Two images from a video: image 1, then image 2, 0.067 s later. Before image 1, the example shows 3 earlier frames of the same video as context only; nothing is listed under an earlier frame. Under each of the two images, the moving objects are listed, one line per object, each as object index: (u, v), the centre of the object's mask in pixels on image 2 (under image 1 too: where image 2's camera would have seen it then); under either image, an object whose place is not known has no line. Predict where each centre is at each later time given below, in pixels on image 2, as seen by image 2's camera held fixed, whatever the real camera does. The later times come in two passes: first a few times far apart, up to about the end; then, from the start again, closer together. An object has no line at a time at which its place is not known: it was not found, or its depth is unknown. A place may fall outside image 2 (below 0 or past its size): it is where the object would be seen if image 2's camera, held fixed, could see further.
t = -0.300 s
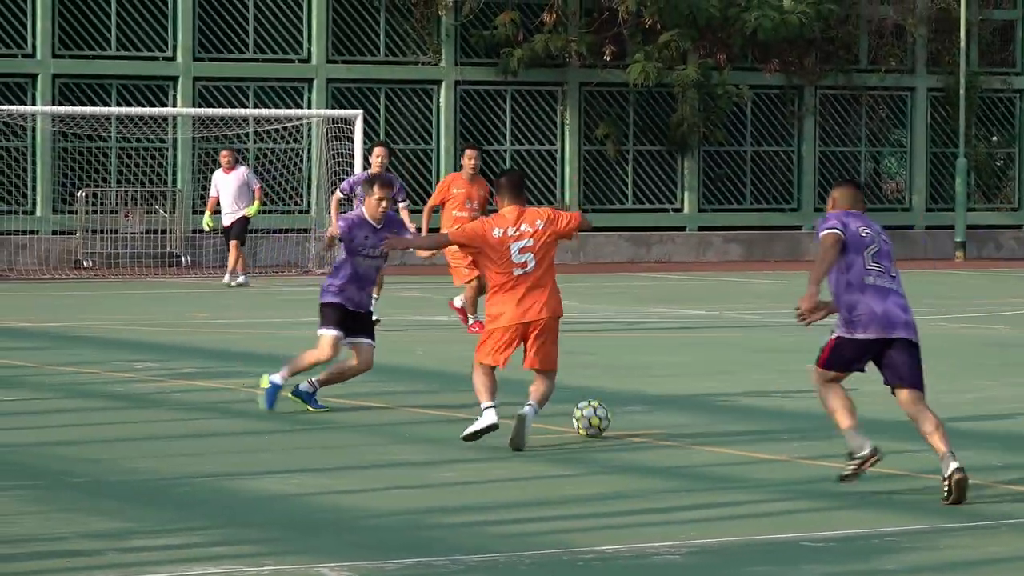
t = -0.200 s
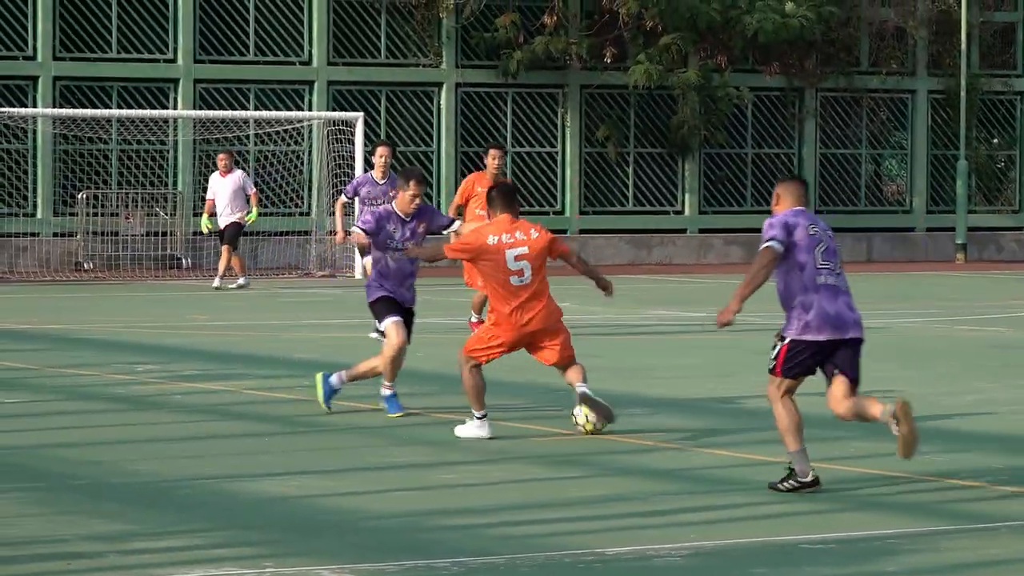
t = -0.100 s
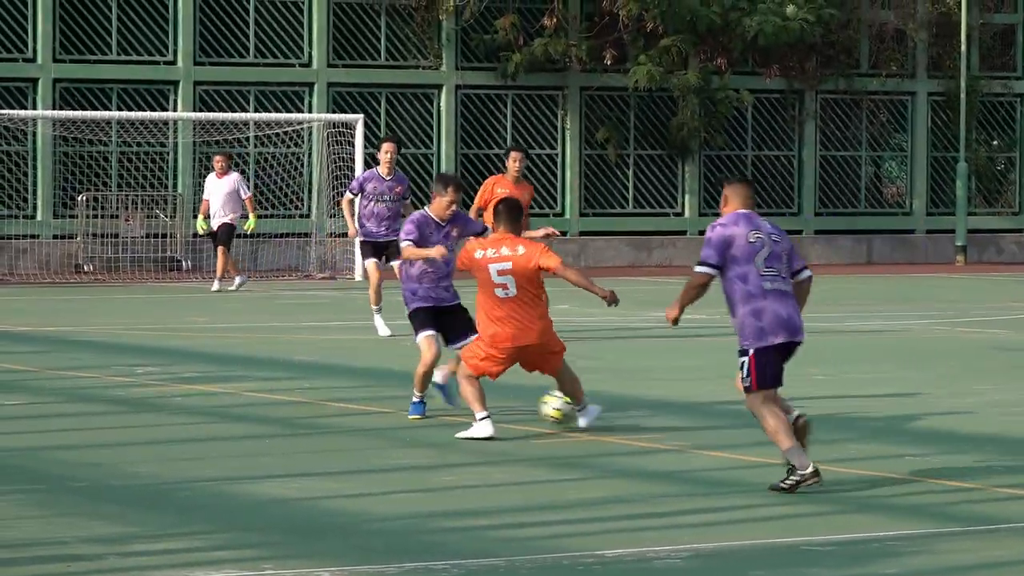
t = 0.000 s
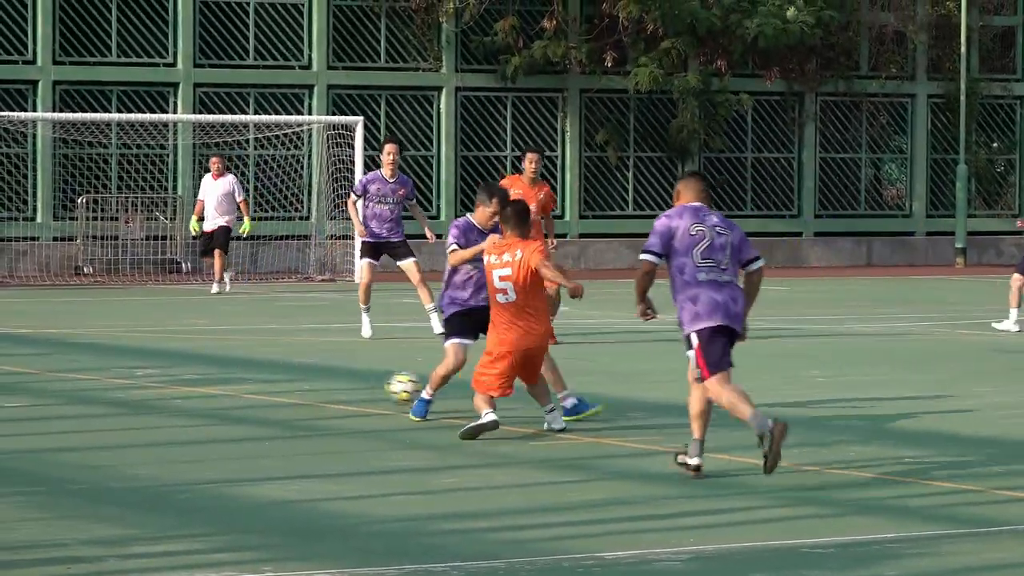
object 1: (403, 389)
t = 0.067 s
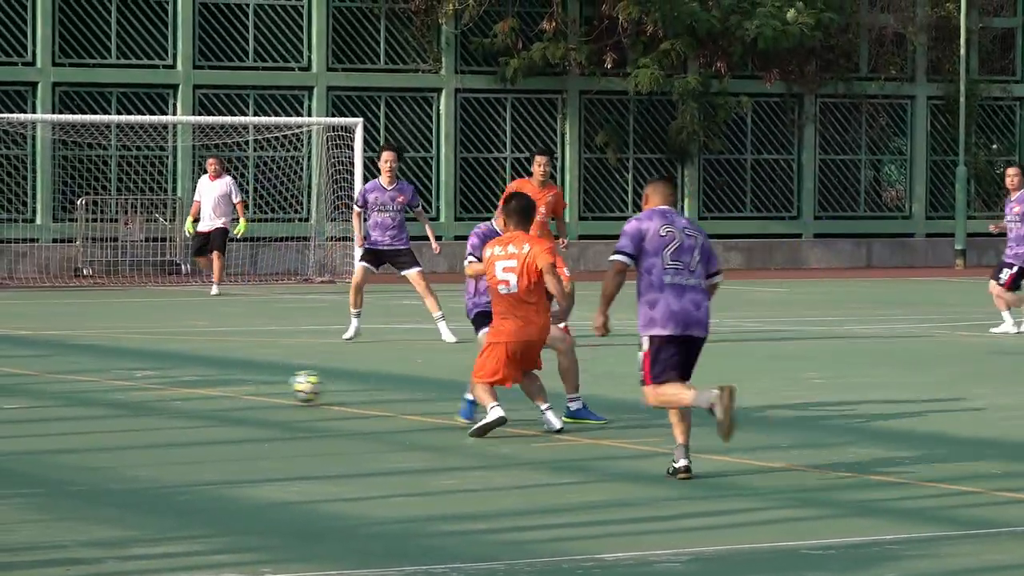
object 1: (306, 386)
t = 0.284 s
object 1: (55, 369)
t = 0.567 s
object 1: (-179, 341)
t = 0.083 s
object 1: (281, 386)
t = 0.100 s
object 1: (260, 386)
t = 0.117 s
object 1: (239, 382)
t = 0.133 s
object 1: (220, 378)
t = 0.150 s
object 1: (200, 375)
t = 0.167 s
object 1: (180, 373)
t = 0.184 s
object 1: (163, 371)
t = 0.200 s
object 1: (144, 369)
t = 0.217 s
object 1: (126, 368)
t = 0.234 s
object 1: (107, 368)
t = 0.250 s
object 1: (88, 368)
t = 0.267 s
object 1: (71, 368)
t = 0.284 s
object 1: (55, 369)
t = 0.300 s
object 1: (39, 365)
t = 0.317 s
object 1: (25, 362)
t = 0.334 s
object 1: (12, 359)
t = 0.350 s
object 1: (-4, 356)
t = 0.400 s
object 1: (-48, 353)
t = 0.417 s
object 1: (-62, 352)
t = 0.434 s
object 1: (-76, 352)
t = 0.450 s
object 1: (-91, 352)
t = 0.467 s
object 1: (-104, 353)
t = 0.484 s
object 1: (-118, 355)
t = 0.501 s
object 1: (-133, 354)
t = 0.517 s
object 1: (-144, 350)
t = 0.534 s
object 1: (-156, 347)
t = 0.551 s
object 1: (-168, 344)
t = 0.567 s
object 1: (-179, 341)
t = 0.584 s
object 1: (-191, 340)
